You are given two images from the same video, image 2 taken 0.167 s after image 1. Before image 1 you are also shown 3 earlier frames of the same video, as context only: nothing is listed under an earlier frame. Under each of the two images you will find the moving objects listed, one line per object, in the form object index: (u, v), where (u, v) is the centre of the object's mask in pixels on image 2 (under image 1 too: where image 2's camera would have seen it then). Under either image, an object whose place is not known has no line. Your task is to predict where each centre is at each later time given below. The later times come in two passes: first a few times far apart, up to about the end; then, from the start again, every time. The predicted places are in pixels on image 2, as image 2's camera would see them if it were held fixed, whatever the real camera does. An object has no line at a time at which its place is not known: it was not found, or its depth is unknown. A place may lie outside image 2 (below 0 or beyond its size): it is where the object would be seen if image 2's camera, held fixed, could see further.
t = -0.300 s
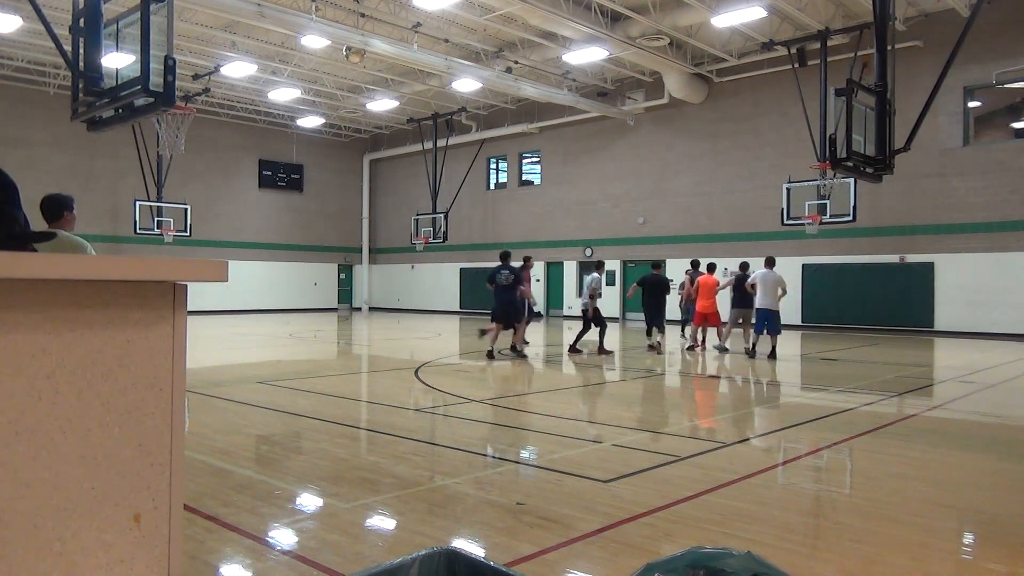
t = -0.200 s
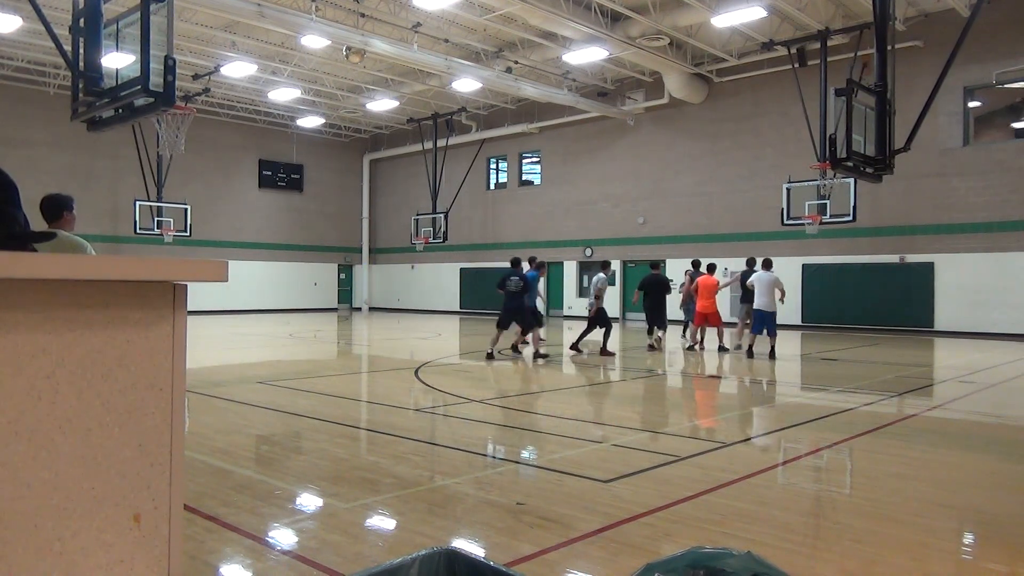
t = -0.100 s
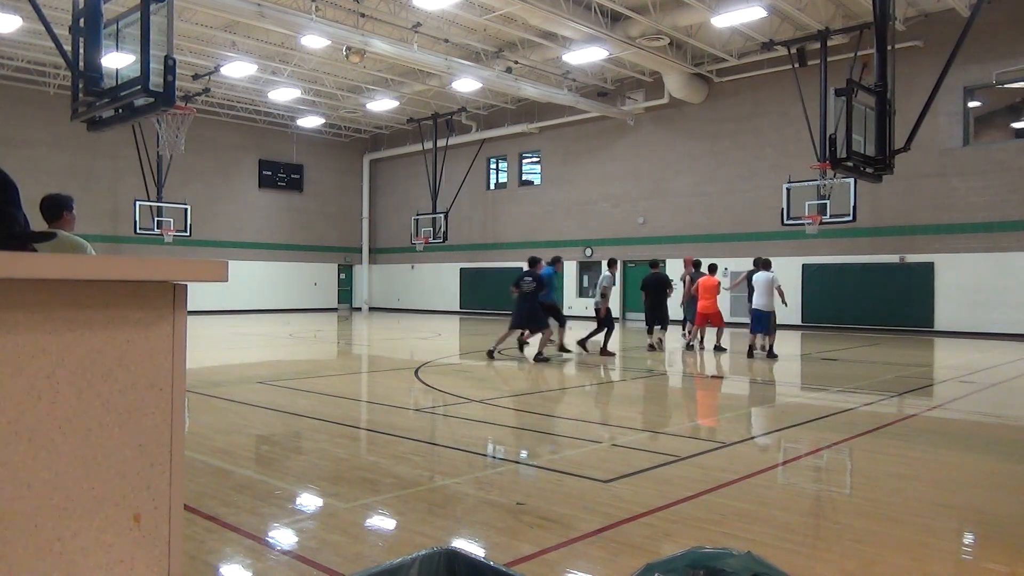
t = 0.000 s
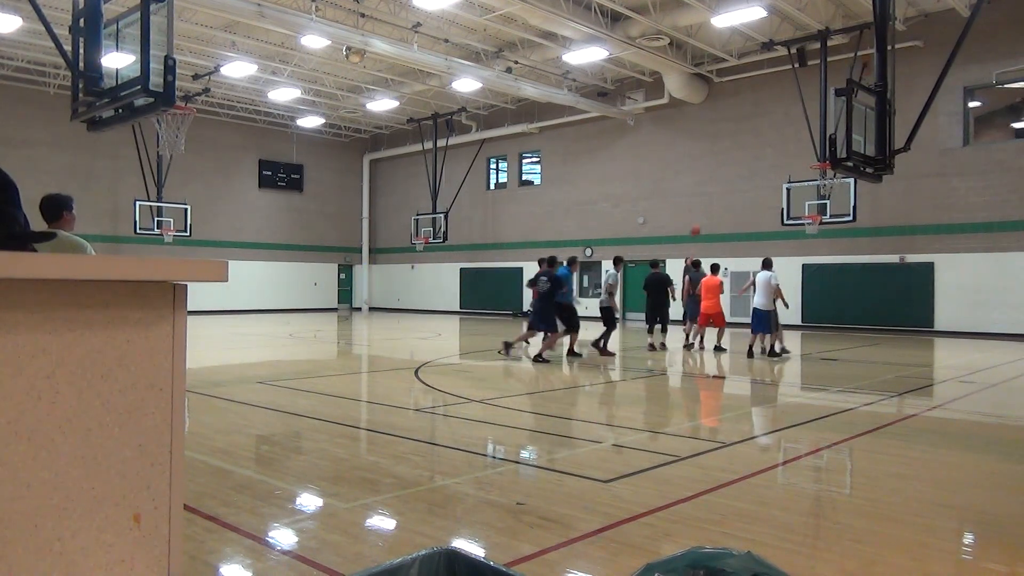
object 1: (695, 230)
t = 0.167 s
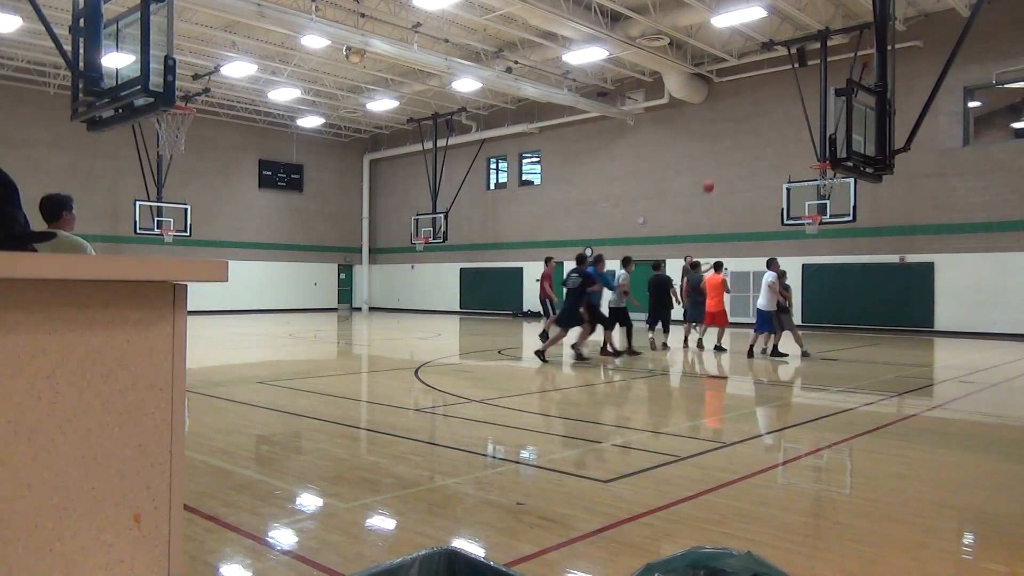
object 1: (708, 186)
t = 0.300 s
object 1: (719, 158)
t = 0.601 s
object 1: (748, 120)
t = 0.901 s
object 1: (782, 127)
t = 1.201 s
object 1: (792, 149)
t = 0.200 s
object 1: (711, 179)
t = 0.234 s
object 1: (713, 171)
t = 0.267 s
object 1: (717, 164)
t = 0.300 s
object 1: (719, 158)
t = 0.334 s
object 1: (722, 152)
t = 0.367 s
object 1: (725, 146)
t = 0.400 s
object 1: (729, 140)
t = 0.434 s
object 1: (732, 136)
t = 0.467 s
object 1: (734, 132)
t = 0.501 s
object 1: (738, 128)
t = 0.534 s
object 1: (741, 125)
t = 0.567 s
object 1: (744, 122)
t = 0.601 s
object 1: (748, 120)
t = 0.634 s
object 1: (751, 118)
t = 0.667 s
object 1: (755, 117)
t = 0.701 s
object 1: (758, 117)
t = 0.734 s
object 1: (762, 117)
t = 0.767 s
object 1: (766, 117)
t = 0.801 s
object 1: (769, 118)
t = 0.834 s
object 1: (773, 120)
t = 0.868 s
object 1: (777, 124)
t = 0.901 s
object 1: (782, 127)
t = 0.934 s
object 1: (786, 131)
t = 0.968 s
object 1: (790, 136)
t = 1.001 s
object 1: (795, 142)
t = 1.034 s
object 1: (799, 148)
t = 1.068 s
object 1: (804, 156)
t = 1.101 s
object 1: (805, 160)
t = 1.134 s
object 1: (801, 156)
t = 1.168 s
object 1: (797, 152)
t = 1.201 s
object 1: (792, 149)
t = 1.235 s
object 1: (788, 146)
